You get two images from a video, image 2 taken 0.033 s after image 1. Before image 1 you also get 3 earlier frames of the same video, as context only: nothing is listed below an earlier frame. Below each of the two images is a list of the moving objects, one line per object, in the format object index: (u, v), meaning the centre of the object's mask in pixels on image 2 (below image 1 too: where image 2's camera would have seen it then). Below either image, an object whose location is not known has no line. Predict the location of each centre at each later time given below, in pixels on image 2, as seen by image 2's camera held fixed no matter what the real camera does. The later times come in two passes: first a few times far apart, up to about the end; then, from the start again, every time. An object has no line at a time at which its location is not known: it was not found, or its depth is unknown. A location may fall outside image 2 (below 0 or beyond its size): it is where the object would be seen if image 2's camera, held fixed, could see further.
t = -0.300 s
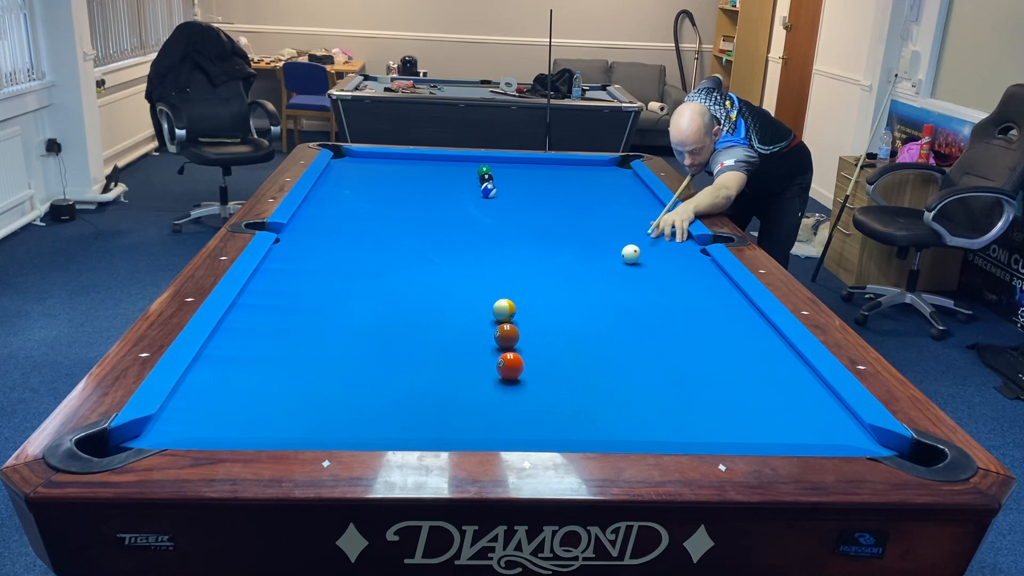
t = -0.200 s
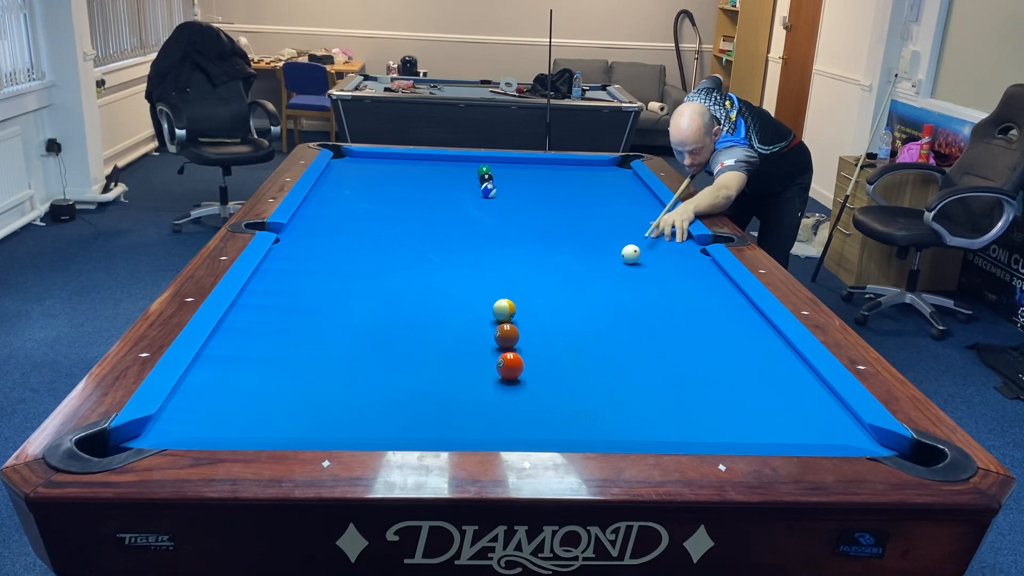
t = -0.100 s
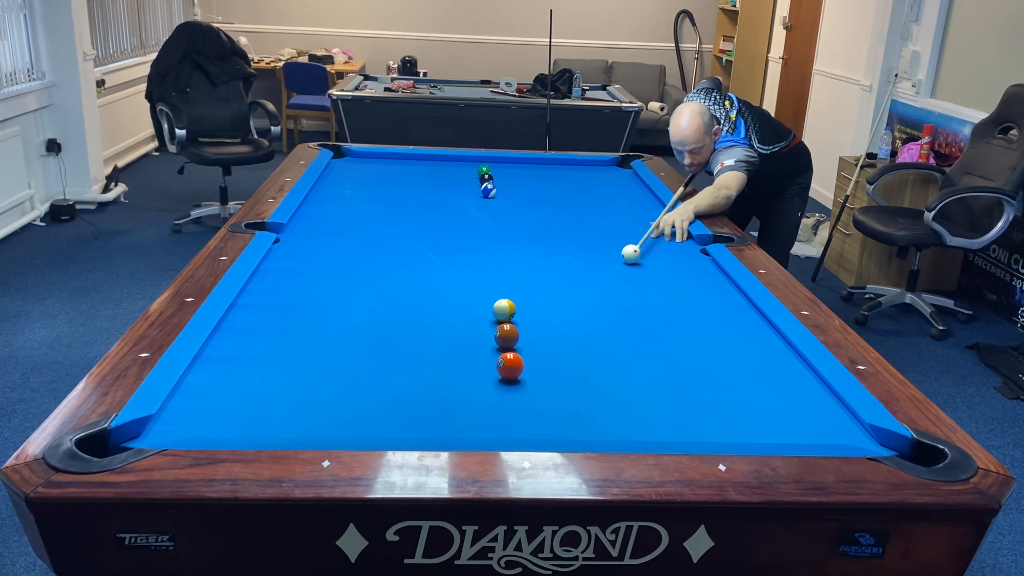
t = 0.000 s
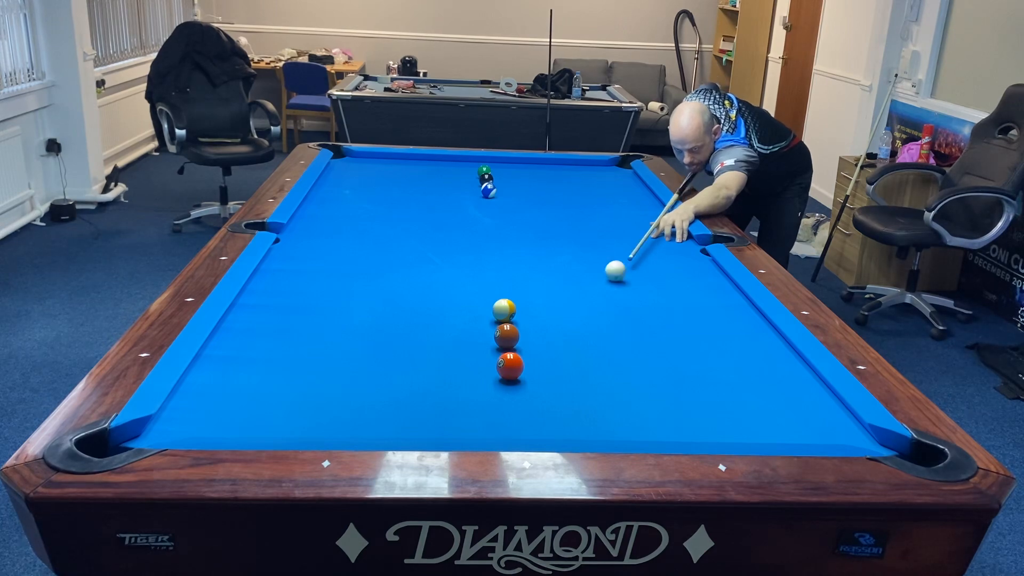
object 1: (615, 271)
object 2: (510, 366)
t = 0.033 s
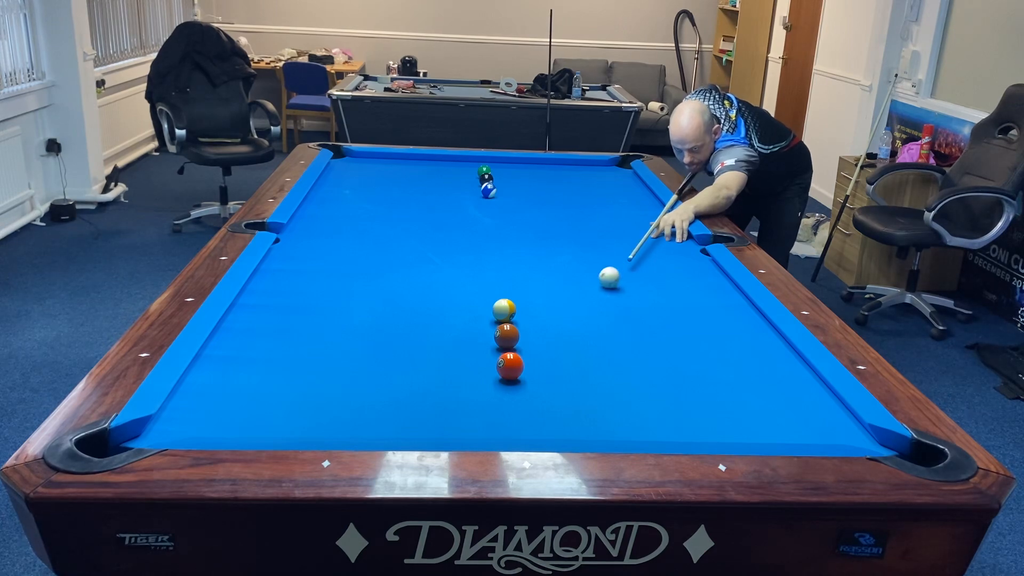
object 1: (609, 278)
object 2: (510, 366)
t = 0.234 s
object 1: (573, 318)
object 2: (510, 366)
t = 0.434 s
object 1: (537, 364)
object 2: (502, 367)
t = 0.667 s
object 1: (574, 414)
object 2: (412, 386)
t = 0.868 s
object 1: (599, 420)
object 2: (338, 402)
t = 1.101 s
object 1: (619, 392)
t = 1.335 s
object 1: (636, 368)
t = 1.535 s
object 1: (649, 350)
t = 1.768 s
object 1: (662, 332)
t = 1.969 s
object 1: (672, 318)
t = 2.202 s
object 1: (682, 304)
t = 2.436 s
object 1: (691, 292)
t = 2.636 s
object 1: (698, 283)
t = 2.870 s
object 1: (705, 273)
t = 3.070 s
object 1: (709, 265)
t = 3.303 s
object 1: (696, 258)
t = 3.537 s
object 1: (684, 252)
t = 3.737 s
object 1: (675, 247)
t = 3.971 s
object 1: (666, 242)
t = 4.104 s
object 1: (661, 239)
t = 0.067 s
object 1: (603, 284)
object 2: (510, 366)
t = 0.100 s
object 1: (597, 291)
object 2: (510, 366)
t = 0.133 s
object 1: (591, 298)
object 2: (510, 366)
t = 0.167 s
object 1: (585, 305)
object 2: (510, 366)
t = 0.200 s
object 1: (579, 311)
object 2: (510, 366)
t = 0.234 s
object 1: (573, 318)
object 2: (510, 366)
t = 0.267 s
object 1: (566, 325)
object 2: (510, 366)
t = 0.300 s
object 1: (560, 333)
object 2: (510, 366)
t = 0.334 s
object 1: (552, 340)
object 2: (510, 366)
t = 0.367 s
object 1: (545, 348)
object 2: (510, 366)
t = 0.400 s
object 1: (538, 358)
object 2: (510, 366)
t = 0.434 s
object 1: (537, 364)
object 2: (502, 367)
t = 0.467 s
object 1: (544, 370)
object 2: (487, 370)
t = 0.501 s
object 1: (550, 377)
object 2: (473, 373)
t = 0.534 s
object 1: (556, 384)
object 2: (460, 376)
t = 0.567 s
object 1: (560, 391)
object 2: (447, 379)
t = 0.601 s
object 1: (565, 398)
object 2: (435, 381)
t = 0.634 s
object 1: (569, 406)
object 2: (424, 384)
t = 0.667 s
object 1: (574, 414)
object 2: (412, 386)
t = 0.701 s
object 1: (579, 423)
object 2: (400, 389)
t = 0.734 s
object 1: (584, 428)
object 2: (388, 391)
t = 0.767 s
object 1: (589, 430)
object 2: (376, 394)
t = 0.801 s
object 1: (592, 427)
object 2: (363, 397)
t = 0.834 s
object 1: (595, 424)
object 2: (350, 399)
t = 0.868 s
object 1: (599, 420)
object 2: (338, 402)
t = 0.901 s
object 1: (602, 415)
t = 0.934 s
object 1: (605, 411)
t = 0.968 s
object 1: (608, 407)
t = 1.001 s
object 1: (611, 403)
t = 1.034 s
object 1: (613, 399)
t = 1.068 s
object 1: (616, 396)
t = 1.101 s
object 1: (619, 392)
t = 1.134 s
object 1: (621, 388)
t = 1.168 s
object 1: (624, 384)
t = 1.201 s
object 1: (627, 381)
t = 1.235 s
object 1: (629, 378)
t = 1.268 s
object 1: (631, 374)
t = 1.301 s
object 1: (634, 371)
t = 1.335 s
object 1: (636, 368)
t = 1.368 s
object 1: (638, 365)
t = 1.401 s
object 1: (640, 362)
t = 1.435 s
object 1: (643, 358)
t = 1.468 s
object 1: (645, 356)
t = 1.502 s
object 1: (647, 353)
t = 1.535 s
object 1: (649, 350)
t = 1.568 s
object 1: (651, 347)
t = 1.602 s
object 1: (653, 345)
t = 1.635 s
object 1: (654, 342)
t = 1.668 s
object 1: (656, 339)
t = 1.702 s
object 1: (658, 337)
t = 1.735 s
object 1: (660, 334)
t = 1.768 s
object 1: (662, 332)
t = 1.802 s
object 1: (664, 330)
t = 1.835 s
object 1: (665, 327)
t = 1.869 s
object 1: (667, 325)
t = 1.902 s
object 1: (668, 323)
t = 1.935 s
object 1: (670, 320)
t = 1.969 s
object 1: (672, 318)
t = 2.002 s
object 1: (673, 316)
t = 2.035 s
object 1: (675, 314)
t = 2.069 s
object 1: (676, 312)
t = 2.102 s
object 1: (678, 310)
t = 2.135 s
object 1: (679, 308)
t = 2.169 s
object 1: (680, 306)
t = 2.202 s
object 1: (682, 304)
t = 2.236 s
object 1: (683, 303)
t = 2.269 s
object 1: (684, 301)
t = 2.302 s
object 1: (686, 299)
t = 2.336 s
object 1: (687, 297)
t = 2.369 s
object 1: (688, 296)
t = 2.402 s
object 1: (690, 294)
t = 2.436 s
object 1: (691, 292)
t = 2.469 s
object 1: (692, 290)
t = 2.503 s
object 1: (693, 289)
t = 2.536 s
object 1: (694, 287)
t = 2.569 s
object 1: (695, 286)
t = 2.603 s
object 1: (697, 284)
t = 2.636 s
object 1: (698, 283)
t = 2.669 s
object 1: (699, 281)
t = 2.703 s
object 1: (700, 280)
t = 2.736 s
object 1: (701, 278)
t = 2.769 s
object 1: (702, 277)
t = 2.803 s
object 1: (703, 275)
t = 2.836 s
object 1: (704, 274)
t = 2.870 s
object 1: (705, 273)
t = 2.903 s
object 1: (706, 271)
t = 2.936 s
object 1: (707, 270)
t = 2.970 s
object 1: (708, 269)
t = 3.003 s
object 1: (709, 267)
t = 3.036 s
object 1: (710, 266)
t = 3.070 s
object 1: (709, 265)
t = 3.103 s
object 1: (707, 264)
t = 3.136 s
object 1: (705, 263)
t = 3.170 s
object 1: (703, 262)
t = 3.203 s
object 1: (702, 261)
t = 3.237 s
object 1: (700, 260)
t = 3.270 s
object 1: (698, 259)
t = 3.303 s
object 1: (696, 258)
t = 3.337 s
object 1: (694, 257)
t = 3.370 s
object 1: (693, 256)
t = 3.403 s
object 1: (691, 255)
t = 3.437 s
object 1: (689, 254)
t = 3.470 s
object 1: (688, 253)
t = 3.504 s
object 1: (686, 252)
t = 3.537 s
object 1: (684, 252)
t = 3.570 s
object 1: (683, 251)
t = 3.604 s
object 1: (681, 250)
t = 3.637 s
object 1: (680, 249)
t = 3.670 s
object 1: (678, 248)
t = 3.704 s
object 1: (677, 248)
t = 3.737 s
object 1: (675, 247)
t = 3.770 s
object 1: (674, 246)
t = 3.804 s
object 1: (672, 245)
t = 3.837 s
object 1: (671, 245)
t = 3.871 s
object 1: (670, 244)
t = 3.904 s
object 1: (668, 243)
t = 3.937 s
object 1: (667, 242)
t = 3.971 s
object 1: (666, 242)
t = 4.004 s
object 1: (665, 241)
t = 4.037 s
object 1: (663, 240)
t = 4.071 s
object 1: (662, 240)
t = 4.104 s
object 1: (661, 239)
